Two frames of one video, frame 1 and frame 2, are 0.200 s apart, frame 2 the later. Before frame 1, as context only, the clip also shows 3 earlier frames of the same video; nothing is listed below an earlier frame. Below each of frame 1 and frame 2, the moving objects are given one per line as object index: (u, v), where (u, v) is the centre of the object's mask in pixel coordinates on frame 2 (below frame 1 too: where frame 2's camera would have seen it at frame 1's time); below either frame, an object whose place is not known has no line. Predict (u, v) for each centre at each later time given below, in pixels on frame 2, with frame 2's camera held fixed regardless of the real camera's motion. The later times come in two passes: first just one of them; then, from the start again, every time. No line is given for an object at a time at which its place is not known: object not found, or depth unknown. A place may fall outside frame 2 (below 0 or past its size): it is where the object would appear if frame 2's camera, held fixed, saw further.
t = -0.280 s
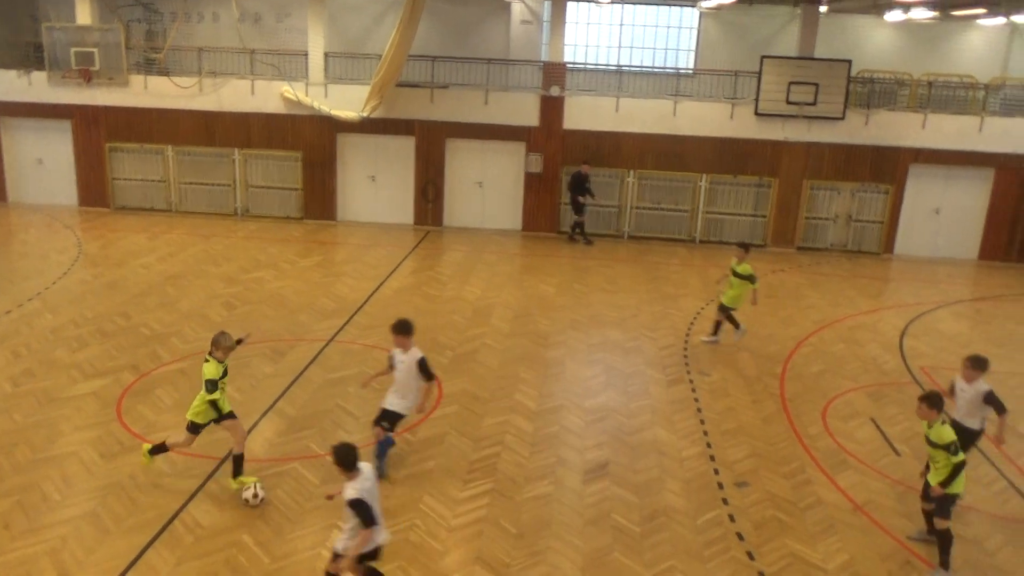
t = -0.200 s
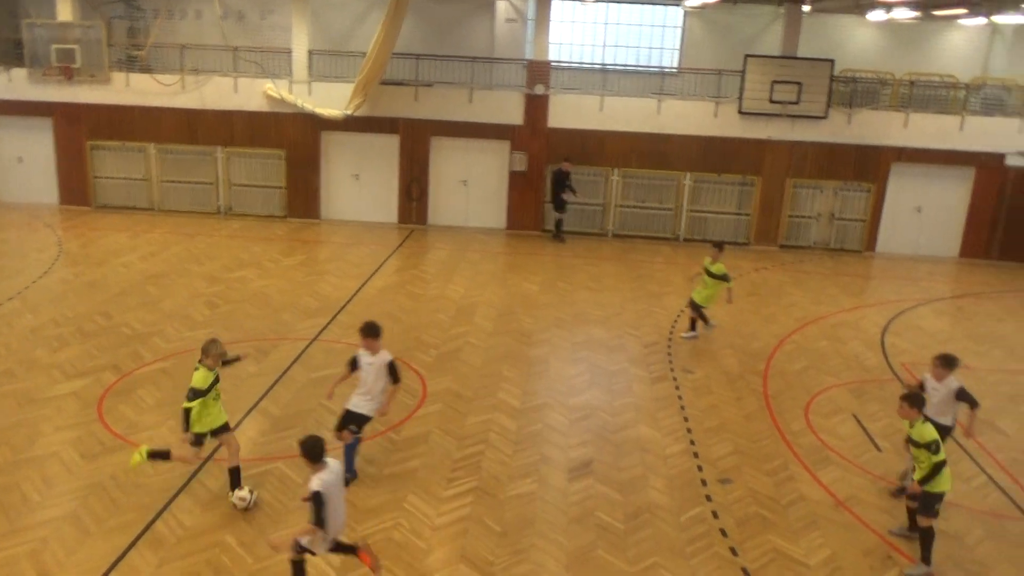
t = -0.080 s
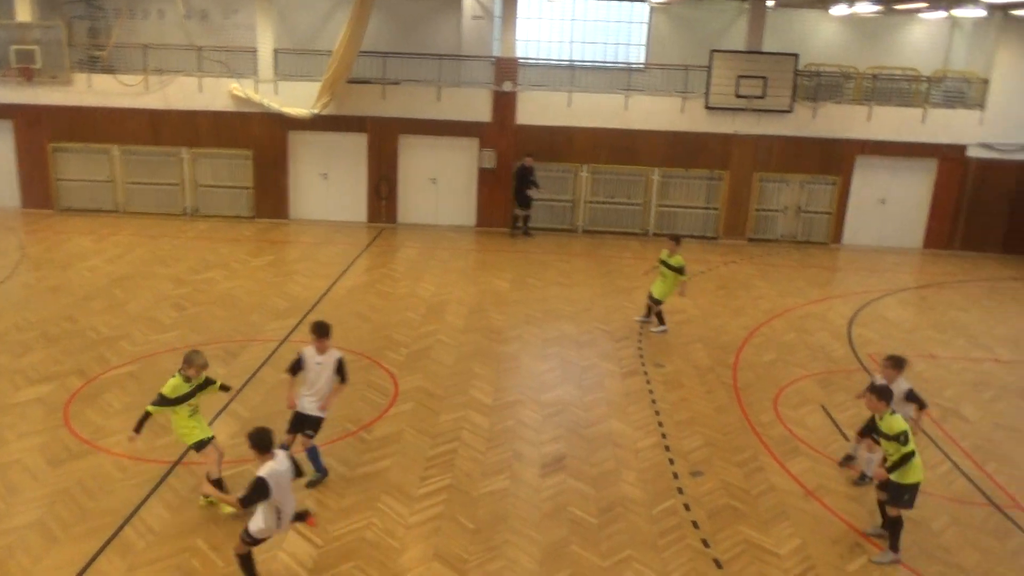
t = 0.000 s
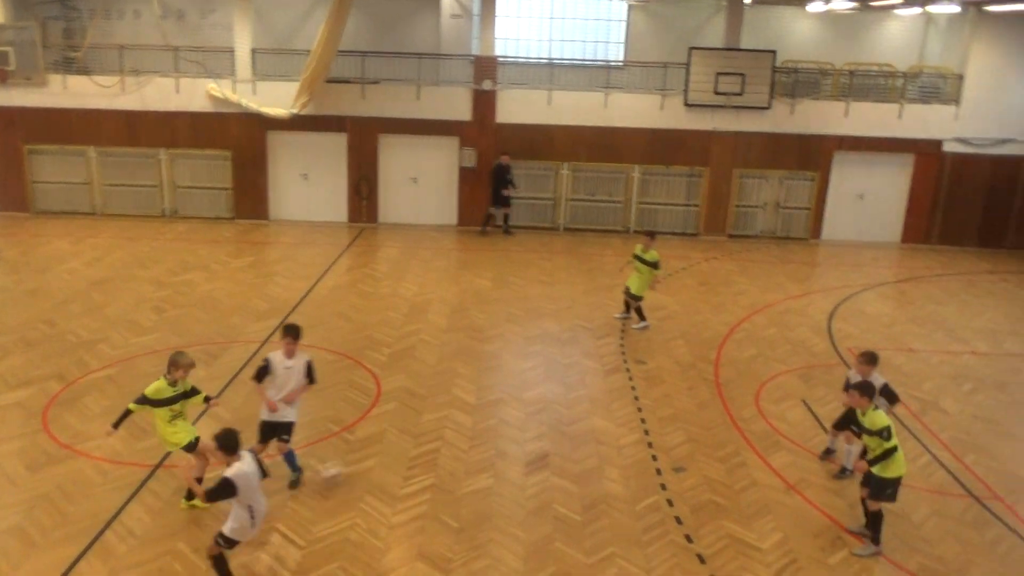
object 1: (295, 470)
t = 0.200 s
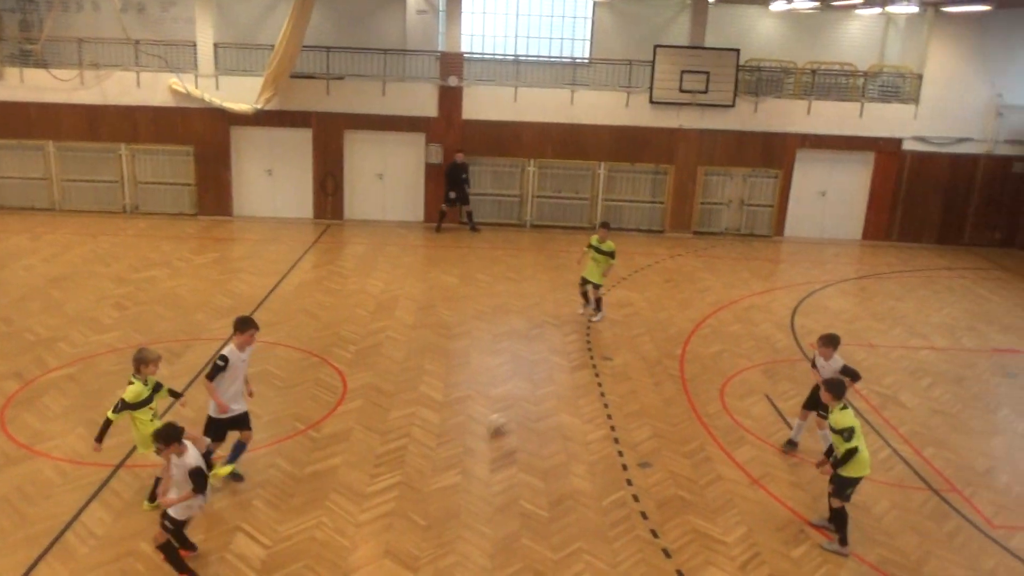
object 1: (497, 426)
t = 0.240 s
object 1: (527, 417)
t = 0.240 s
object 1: (527, 417)
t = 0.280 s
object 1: (556, 409)
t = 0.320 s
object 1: (582, 402)
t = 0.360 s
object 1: (607, 394)
